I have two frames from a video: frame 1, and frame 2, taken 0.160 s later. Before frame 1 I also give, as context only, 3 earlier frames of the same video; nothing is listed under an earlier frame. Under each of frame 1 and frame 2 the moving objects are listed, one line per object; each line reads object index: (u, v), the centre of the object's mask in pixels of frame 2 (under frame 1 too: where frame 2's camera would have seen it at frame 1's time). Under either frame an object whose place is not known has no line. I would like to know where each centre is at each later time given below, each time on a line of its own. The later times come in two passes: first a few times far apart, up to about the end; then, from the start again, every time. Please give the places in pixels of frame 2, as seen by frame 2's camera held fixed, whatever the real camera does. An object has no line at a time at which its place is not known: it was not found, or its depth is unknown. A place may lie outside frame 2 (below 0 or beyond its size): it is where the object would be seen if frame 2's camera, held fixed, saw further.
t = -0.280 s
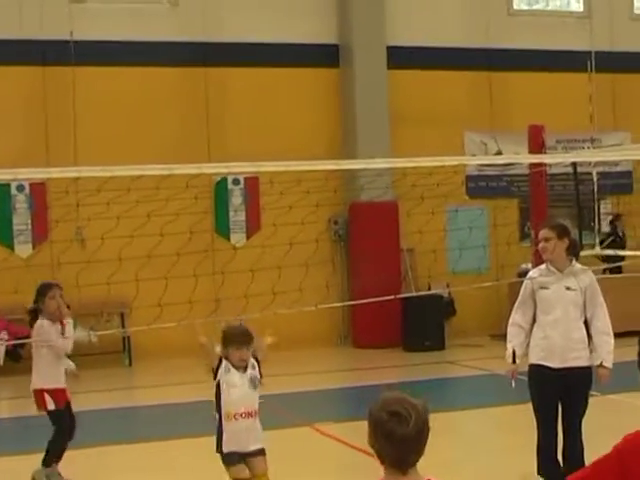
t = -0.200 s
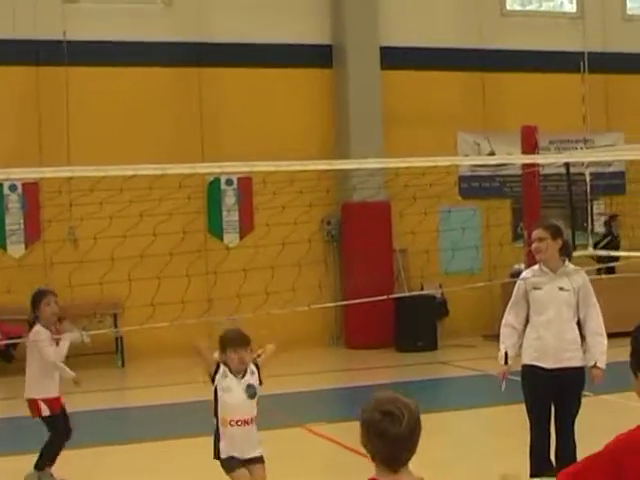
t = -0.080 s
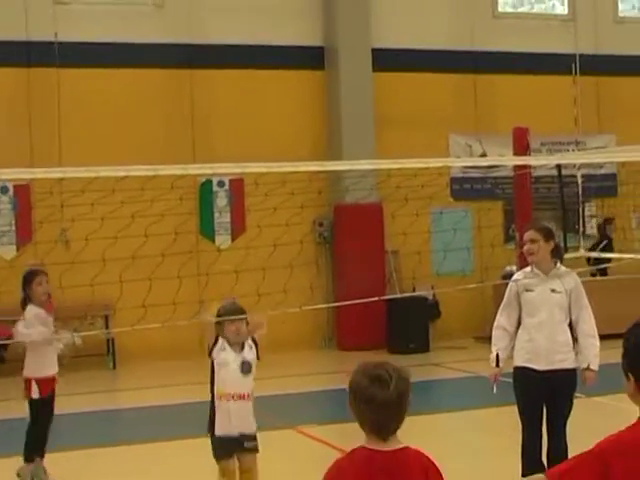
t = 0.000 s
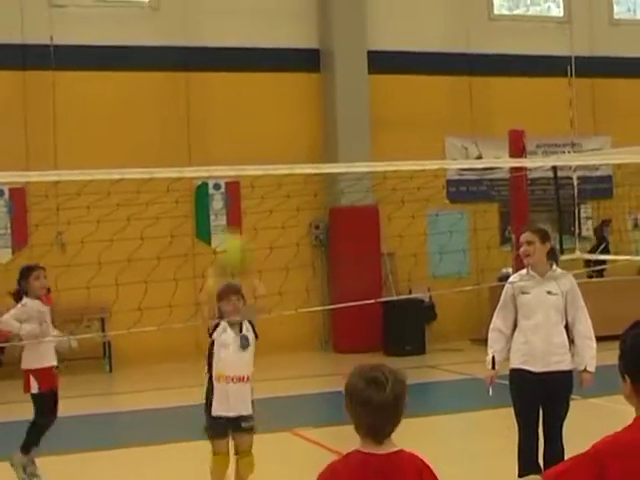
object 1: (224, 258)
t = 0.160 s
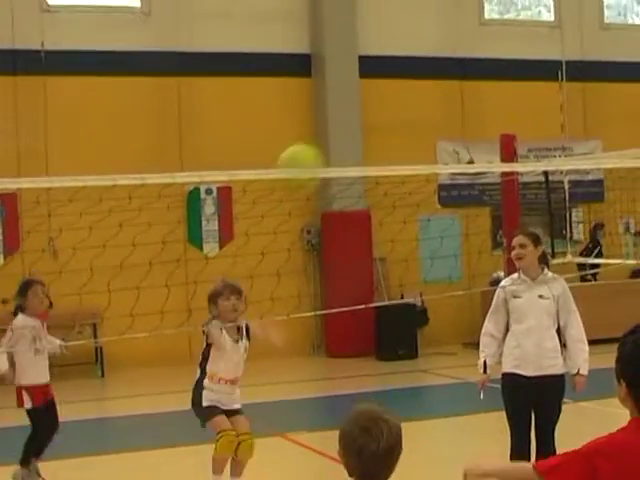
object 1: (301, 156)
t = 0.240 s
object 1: (316, 139)
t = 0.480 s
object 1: (360, 132)
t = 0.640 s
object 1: (396, 212)
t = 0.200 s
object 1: (310, 151)
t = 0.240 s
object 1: (316, 139)
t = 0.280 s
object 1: (323, 127)
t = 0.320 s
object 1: (329, 122)
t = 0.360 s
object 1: (336, 119)
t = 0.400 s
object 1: (344, 120)
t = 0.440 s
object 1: (352, 127)
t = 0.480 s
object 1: (360, 132)
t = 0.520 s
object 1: (368, 147)
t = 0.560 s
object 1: (376, 162)
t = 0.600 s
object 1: (385, 184)
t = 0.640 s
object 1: (396, 212)
